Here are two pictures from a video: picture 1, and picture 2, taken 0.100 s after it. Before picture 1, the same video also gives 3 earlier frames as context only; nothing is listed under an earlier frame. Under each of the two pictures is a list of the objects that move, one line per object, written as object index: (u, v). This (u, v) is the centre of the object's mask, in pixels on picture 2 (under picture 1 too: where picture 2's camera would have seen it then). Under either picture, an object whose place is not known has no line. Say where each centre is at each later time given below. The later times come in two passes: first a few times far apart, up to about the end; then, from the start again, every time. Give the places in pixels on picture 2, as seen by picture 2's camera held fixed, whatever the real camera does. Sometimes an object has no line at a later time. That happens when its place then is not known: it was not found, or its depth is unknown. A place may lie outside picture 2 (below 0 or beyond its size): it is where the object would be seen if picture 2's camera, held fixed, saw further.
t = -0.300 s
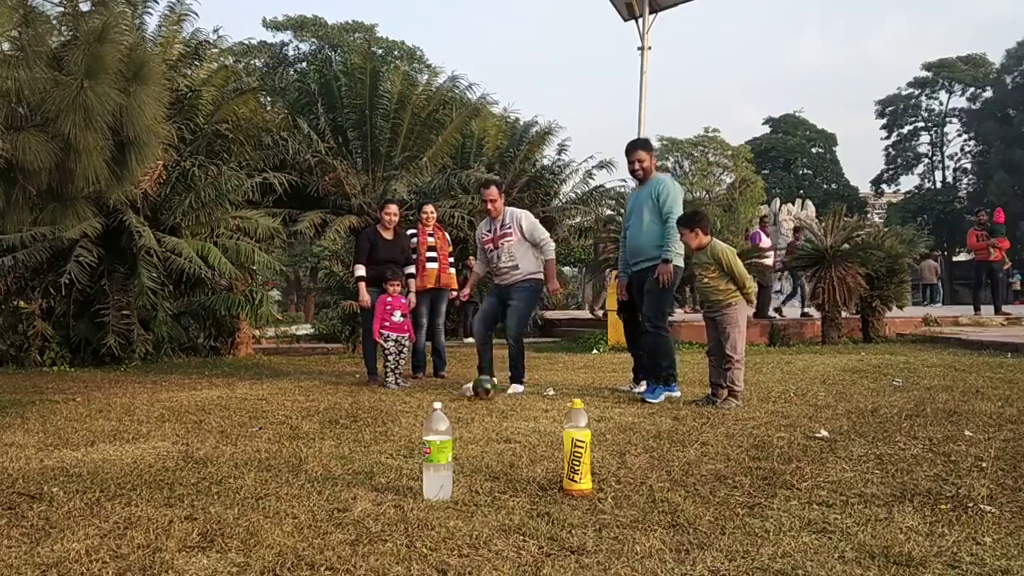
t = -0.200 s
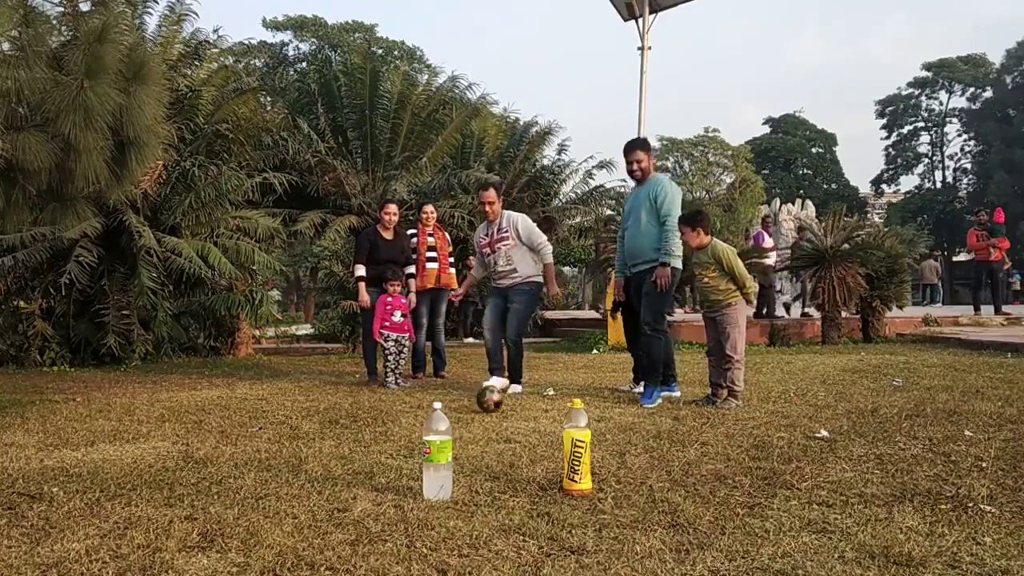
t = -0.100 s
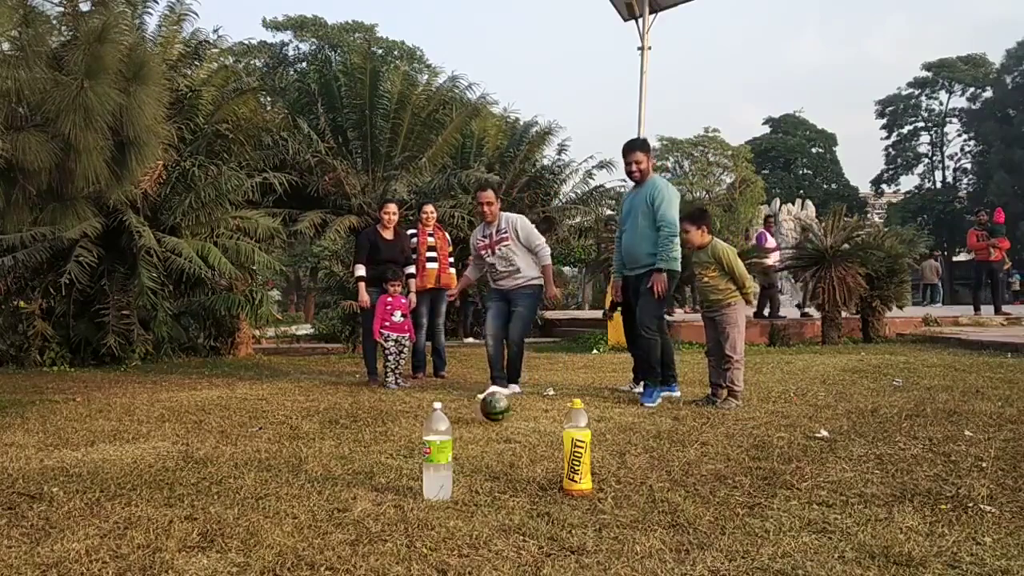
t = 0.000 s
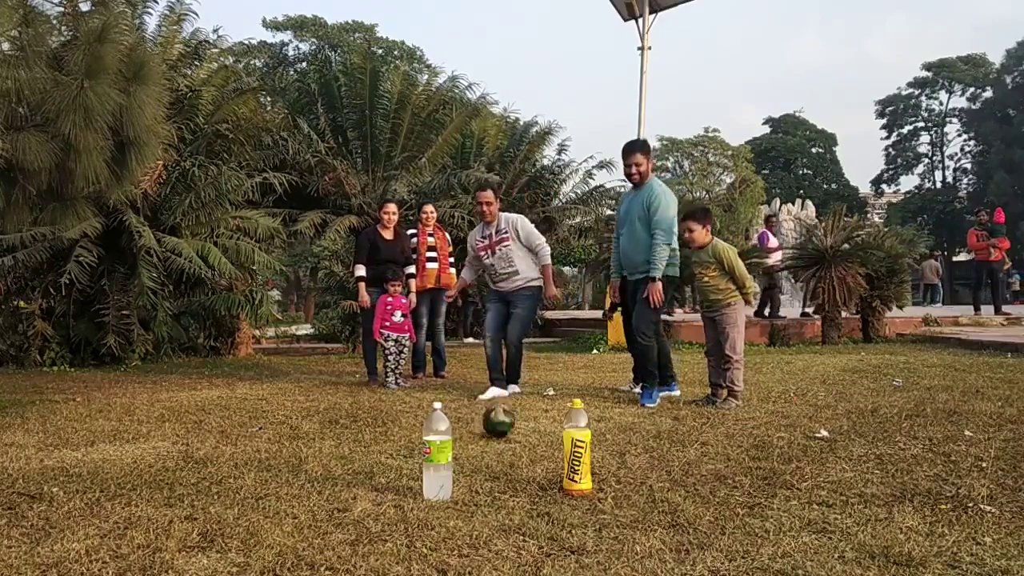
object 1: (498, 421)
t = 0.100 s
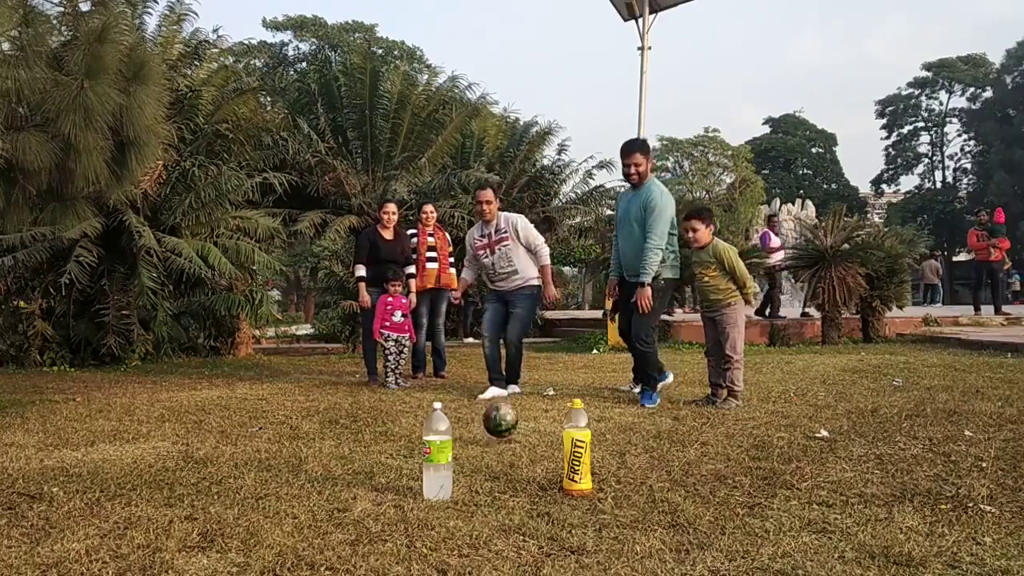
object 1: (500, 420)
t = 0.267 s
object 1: (506, 434)
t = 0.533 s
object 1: (511, 472)
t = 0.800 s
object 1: (506, 503)
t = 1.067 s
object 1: (491, 546)
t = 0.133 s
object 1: (501, 419)
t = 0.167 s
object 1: (502, 419)
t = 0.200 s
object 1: (504, 422)
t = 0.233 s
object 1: (505, 427)
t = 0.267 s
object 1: (506, 434)
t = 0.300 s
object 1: (508, 445)
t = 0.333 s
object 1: (509, 451)
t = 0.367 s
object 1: (510, 450)
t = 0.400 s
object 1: (511, 450)
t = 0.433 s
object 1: (511, 454)
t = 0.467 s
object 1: (513, 461)
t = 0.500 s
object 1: (512, 471)
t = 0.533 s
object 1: (511, 472)
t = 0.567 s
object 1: (511, 472)
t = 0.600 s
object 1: (510, 474)
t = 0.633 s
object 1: (511, 480)
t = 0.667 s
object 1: (510, 490)
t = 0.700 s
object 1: (509, 498)
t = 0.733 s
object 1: (507, 500)
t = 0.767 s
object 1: (507, 499)
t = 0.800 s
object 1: (506, 503)
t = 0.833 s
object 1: (504, 511)
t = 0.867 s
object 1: (502, 519)
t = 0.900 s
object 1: (500, 521)
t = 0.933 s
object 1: (497, 525)
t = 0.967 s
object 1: (495, 531)
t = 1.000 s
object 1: (494, 542)
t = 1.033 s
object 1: (493, 544)
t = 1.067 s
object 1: (491, 546)
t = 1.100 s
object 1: (488, 549)
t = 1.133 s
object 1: (486, 552)
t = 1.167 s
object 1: (483, 555)
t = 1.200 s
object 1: (478, 557)
